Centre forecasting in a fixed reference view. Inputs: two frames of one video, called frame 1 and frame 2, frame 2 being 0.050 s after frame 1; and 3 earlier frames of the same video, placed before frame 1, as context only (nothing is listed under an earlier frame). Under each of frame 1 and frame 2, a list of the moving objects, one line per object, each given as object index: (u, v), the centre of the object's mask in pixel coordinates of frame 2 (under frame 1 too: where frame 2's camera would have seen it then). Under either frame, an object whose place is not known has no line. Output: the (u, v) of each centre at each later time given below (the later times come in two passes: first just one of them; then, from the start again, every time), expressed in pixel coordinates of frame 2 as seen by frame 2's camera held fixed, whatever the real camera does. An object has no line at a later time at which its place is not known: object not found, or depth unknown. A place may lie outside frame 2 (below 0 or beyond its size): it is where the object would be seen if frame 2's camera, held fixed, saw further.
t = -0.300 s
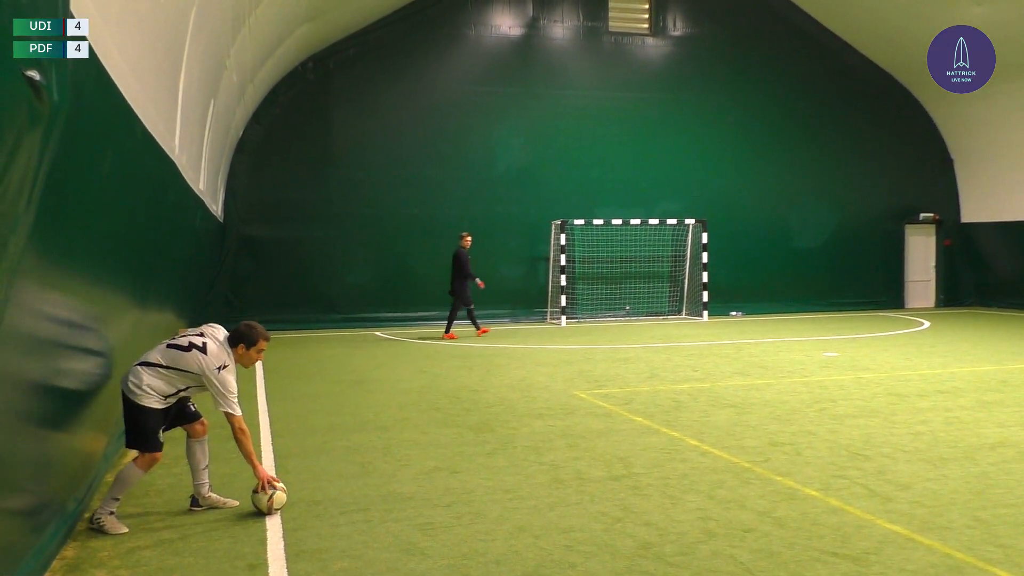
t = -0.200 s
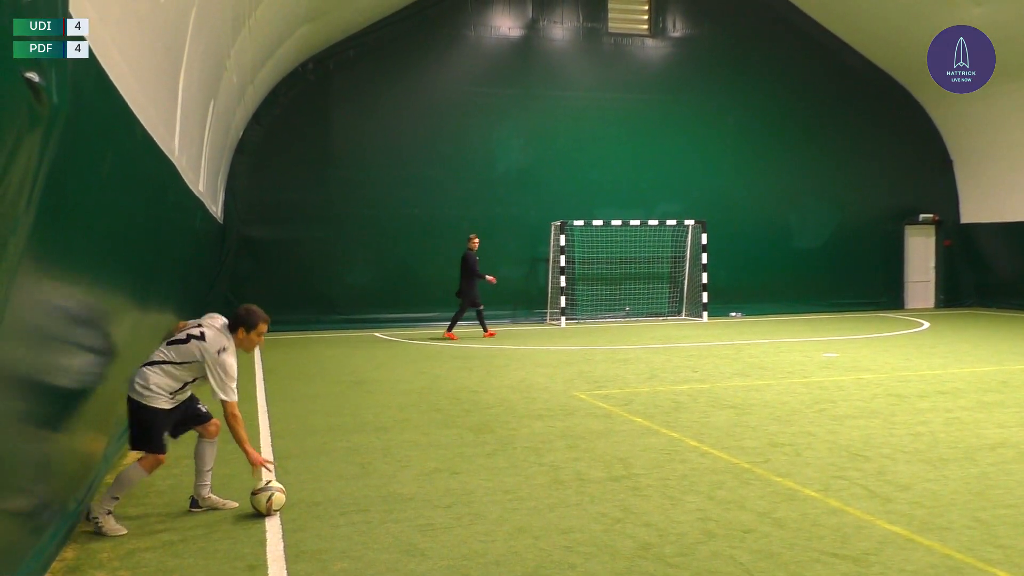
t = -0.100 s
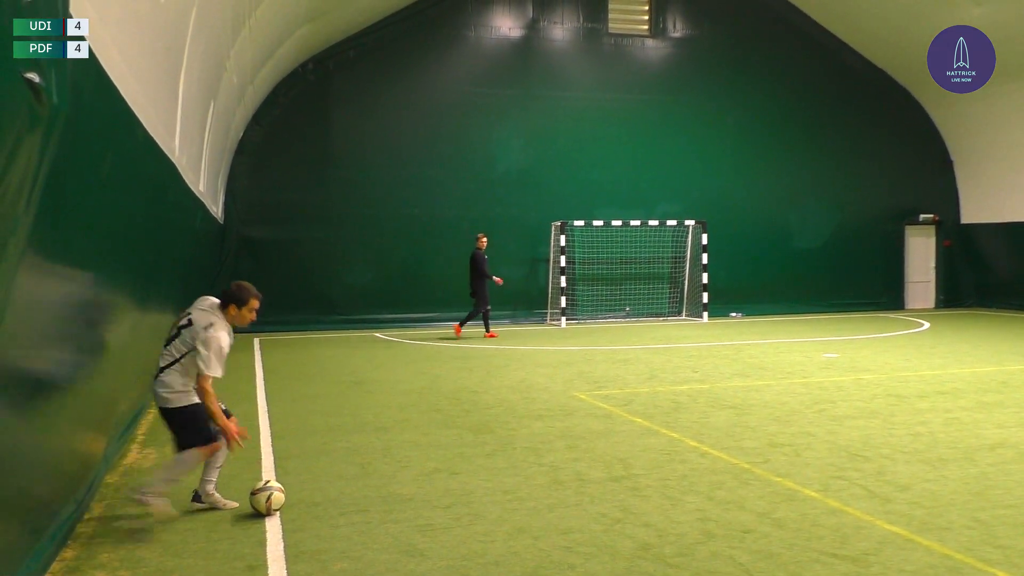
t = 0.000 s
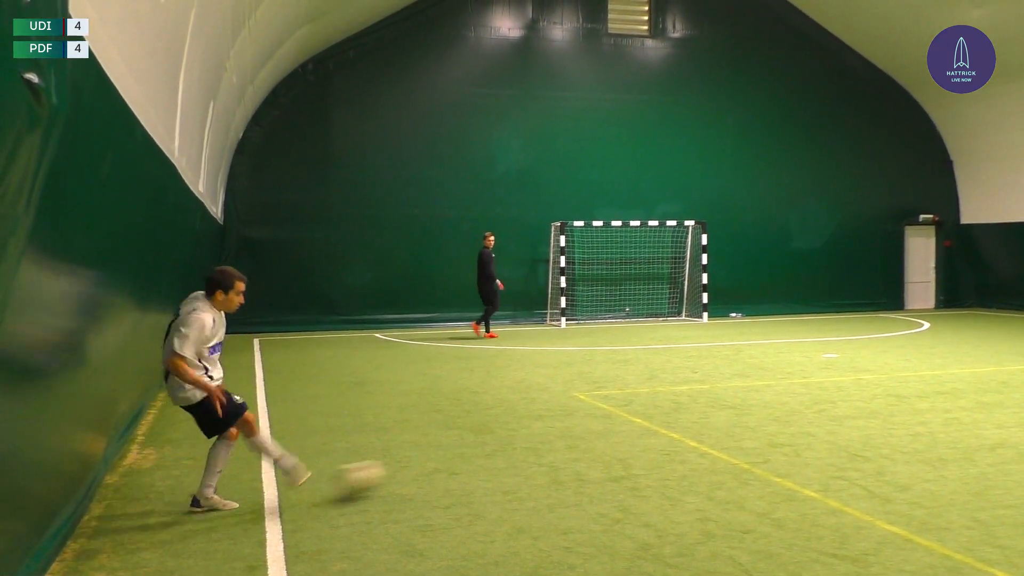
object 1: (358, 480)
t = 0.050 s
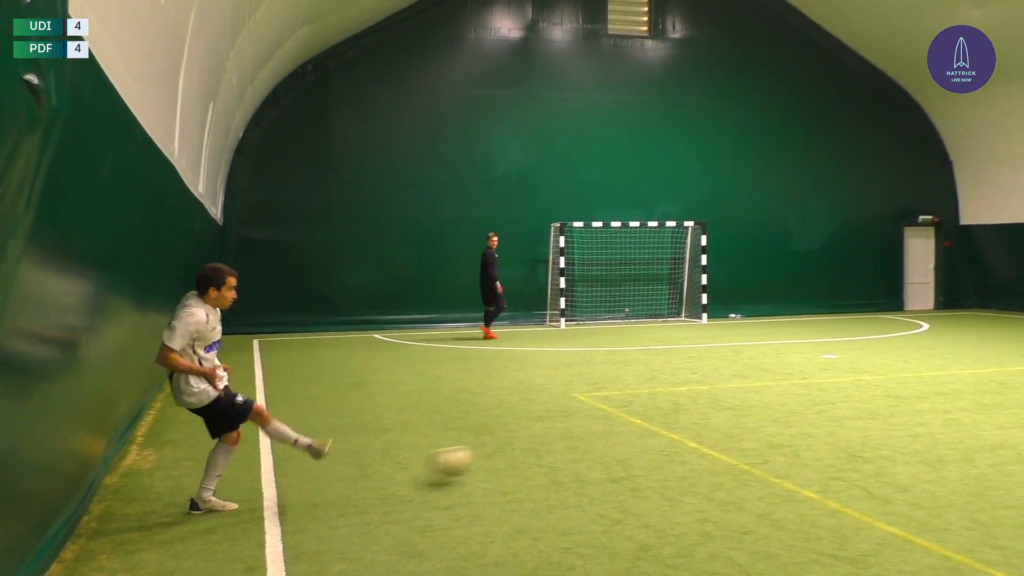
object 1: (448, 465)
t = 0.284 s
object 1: (742, 418)
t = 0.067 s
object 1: (478, 460)
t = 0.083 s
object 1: (508, 454)
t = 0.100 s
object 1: (531, 451)
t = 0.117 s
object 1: (555, 448)
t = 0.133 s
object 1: (579, 446)
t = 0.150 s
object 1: (600, 443)
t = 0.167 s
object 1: (619, 439)
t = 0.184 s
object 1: (640, 434)
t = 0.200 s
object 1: (659, 431)
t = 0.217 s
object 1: (677, 427)
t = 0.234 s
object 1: (694, 425)
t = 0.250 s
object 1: (711, 423)
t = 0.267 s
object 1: (727, 420)
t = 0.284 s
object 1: (742, 418)
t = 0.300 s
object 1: (757, 415)
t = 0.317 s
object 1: (771, 412)
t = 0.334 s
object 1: (785, 409)
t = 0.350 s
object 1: (799, 408)
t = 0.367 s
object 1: (812, 406)
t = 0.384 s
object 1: (824, 404)
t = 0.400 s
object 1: (835, 401)
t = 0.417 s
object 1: (847, 399)
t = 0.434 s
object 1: (859, 396)
